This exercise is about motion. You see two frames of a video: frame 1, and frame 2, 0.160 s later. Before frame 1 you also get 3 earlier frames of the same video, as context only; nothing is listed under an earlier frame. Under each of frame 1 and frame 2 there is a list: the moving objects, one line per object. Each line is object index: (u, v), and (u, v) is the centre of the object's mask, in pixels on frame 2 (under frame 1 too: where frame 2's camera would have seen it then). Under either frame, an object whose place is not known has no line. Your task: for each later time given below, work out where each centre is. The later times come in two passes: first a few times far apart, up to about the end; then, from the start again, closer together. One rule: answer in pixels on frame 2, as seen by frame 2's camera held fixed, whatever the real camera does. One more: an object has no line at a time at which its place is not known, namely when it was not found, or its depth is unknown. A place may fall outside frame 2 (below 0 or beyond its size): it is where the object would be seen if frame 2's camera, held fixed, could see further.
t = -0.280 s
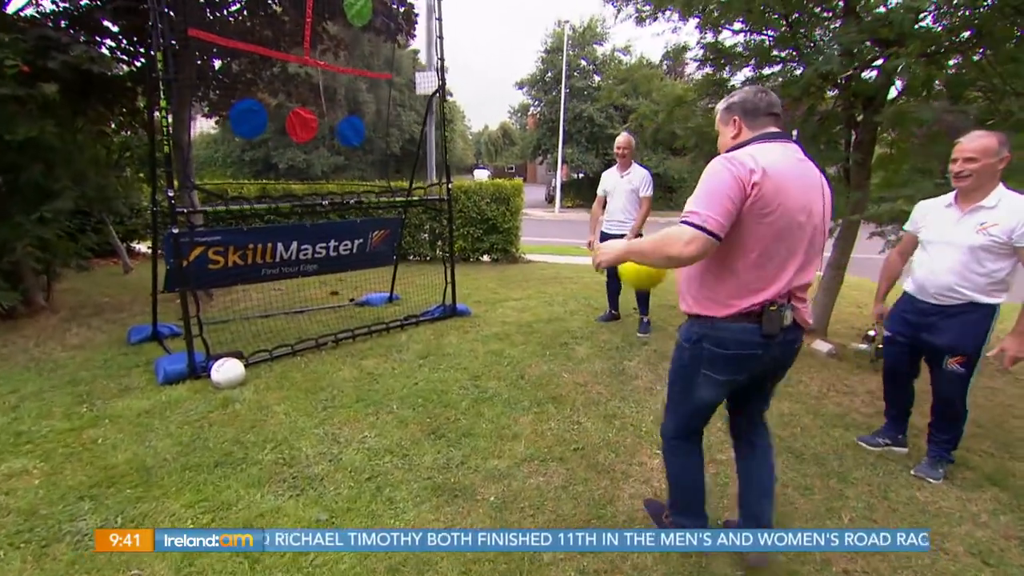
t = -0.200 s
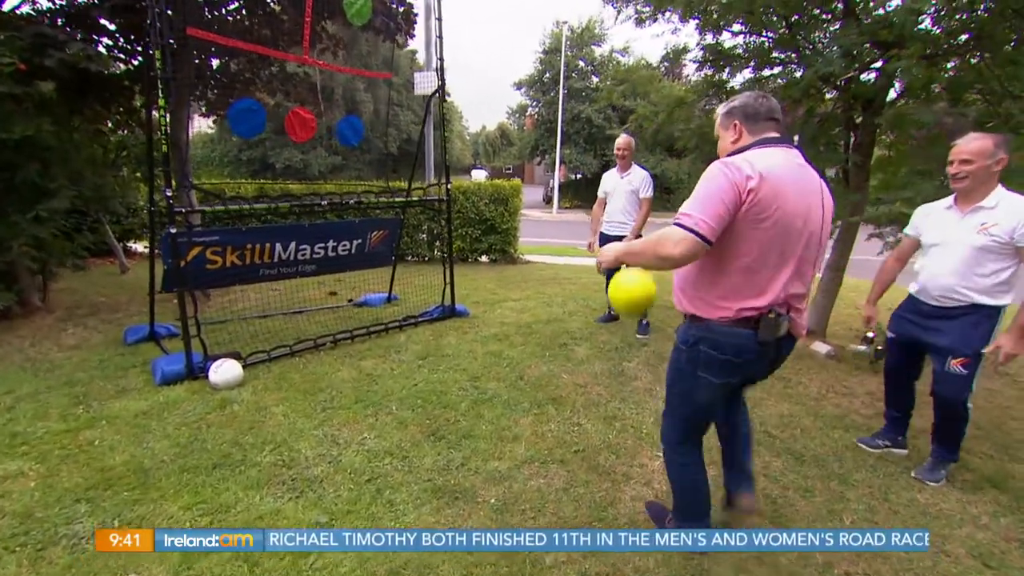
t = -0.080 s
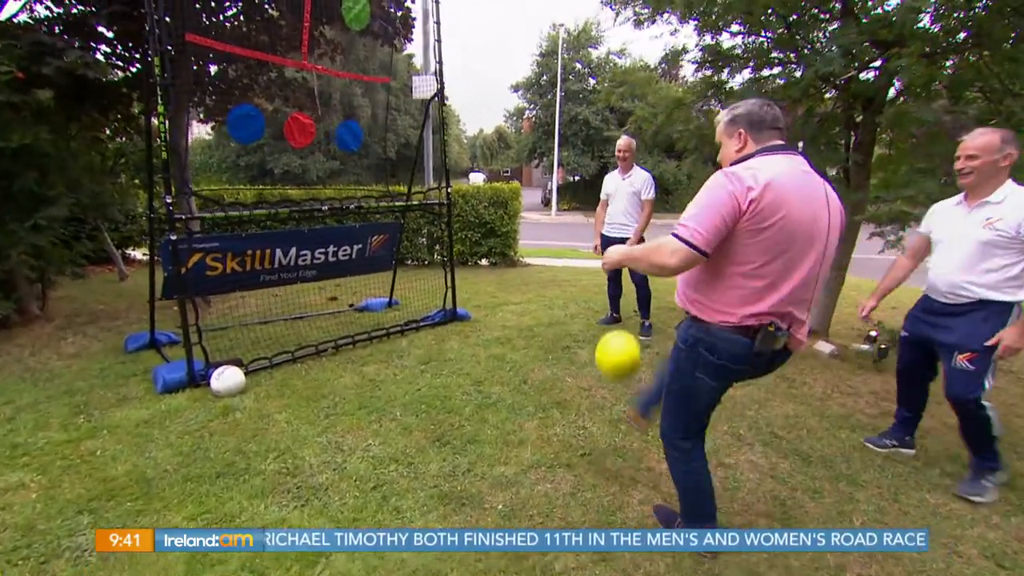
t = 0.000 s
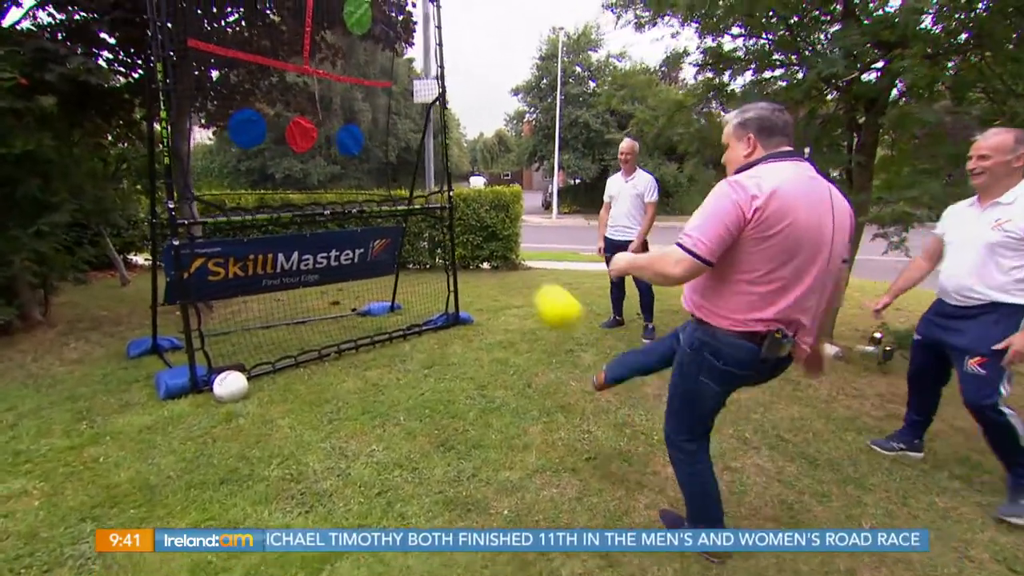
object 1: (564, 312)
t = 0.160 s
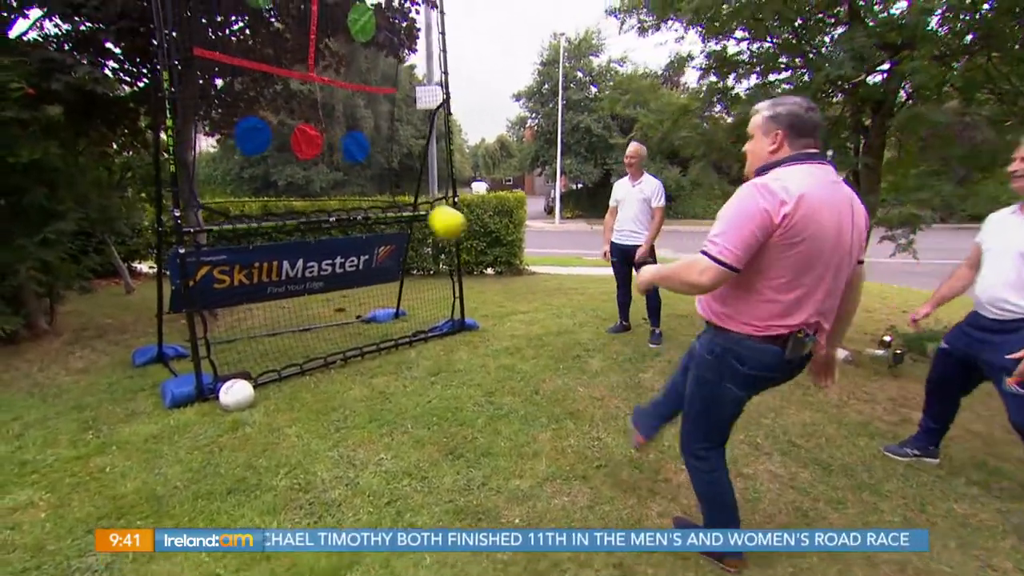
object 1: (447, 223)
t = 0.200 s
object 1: (426, 212)
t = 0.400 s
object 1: (400, 171)
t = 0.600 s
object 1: (494, 140)
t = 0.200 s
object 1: (426, 212)
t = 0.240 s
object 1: (406, 203)
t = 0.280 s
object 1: (390, 198)
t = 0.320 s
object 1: (376, 194)
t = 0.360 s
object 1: (385, 182)
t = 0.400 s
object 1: (400, 171)
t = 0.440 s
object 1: (415, 162)
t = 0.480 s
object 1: (432, 153)
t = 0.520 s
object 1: (450, 147)
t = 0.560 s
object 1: (471, 143)
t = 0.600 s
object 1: (494, 140)
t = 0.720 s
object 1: (564, 146)
